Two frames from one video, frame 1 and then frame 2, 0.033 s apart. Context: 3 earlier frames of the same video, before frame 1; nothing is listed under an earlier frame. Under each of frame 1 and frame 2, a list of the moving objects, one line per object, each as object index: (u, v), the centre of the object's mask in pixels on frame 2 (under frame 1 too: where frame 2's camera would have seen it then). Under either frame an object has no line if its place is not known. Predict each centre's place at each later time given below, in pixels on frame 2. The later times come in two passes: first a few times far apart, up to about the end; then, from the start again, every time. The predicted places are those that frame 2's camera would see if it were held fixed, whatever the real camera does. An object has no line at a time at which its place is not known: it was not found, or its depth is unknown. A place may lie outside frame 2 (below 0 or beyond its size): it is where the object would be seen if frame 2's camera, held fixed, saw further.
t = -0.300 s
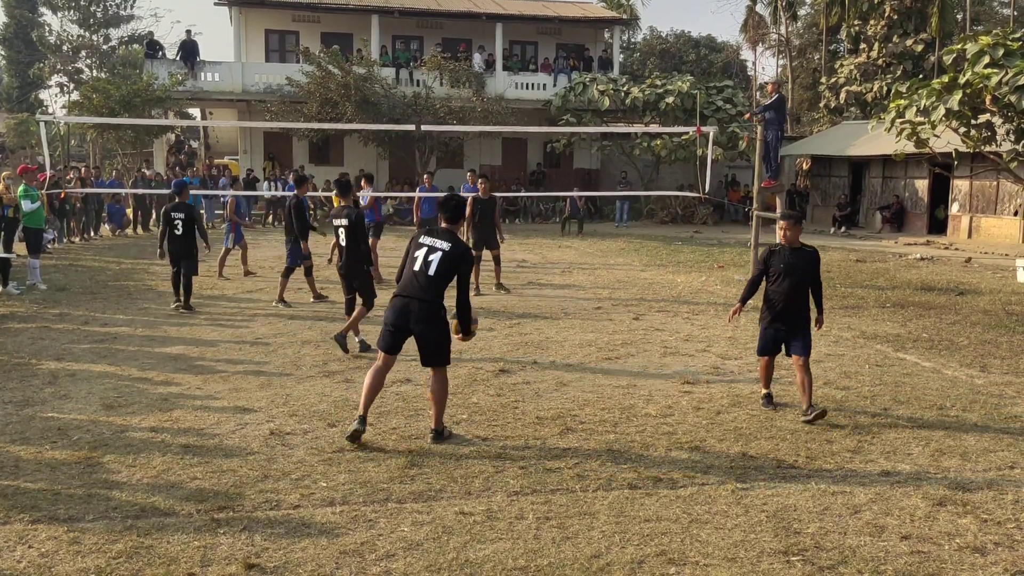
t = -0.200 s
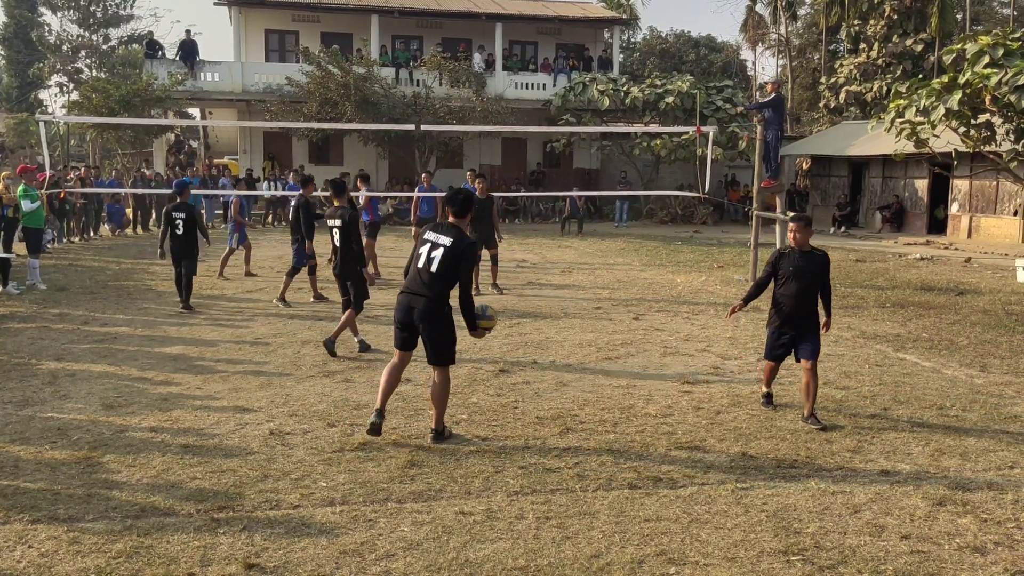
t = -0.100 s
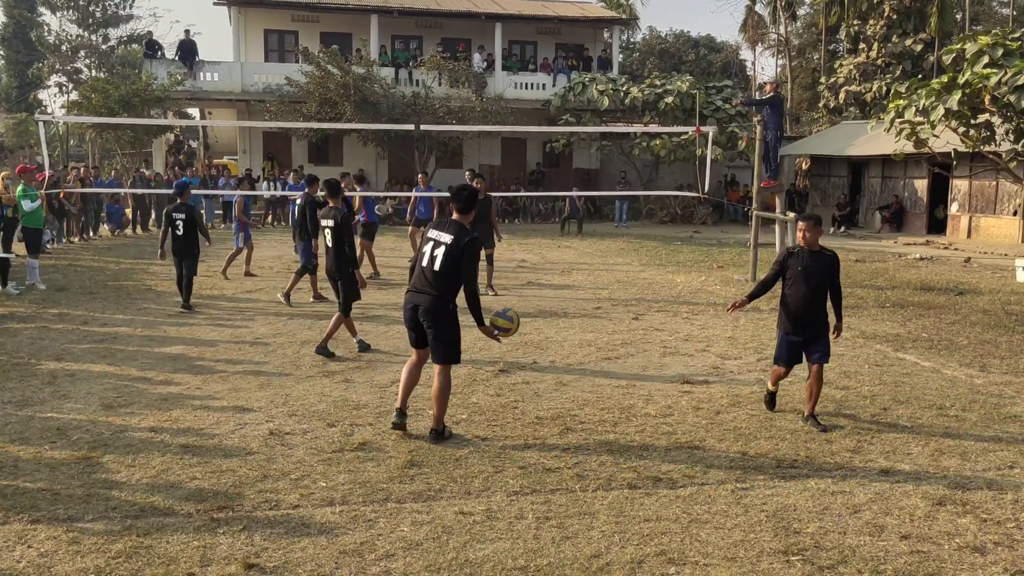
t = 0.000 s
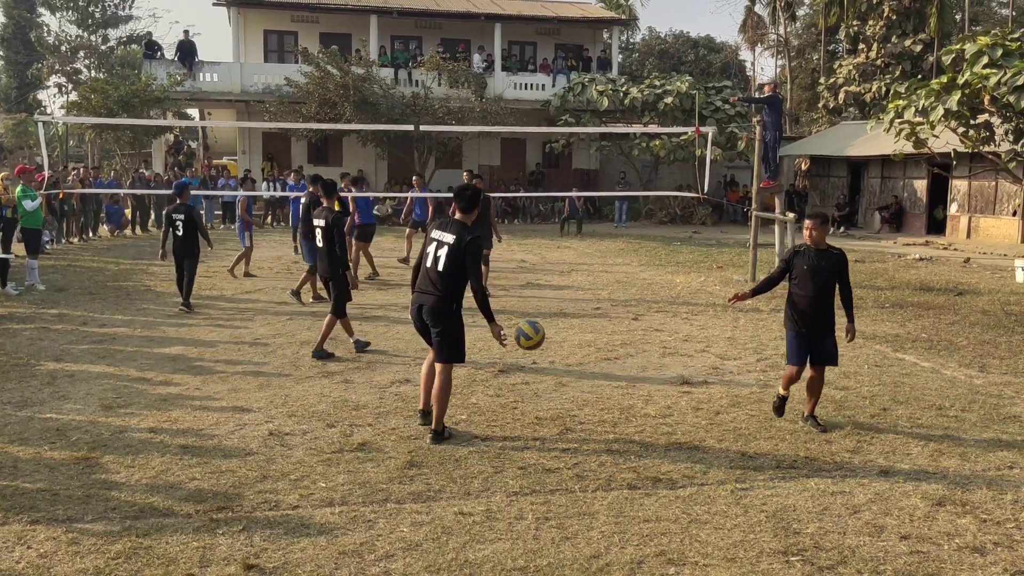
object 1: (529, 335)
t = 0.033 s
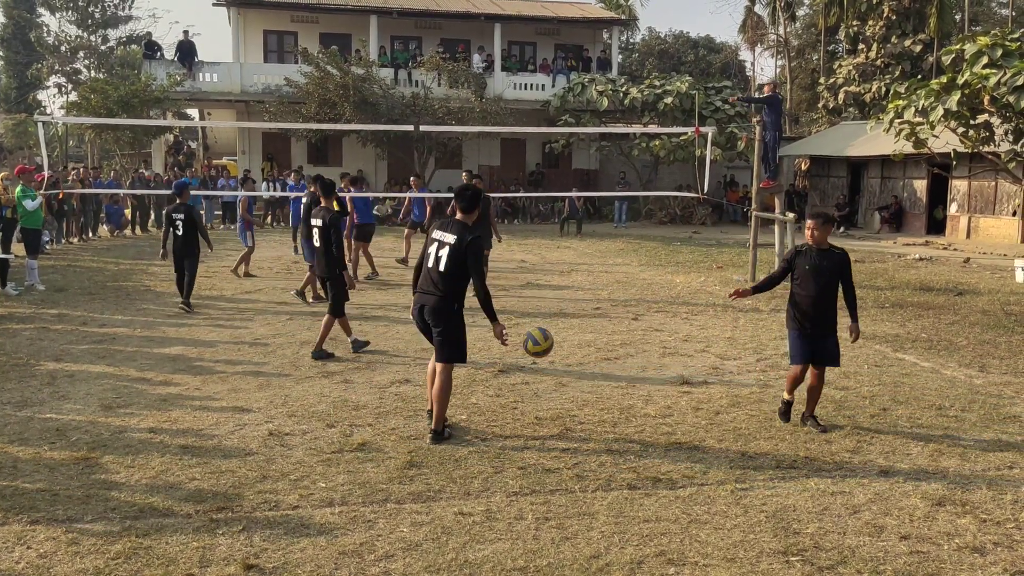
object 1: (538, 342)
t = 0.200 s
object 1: (581, 404)
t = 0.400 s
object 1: (617, 392)
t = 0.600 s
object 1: (646, 366)
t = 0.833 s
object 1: (679, 407)
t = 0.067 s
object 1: (547, 351)
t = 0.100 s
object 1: (555, 362)
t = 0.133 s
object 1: (564, 374)
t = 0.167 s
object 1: (572, 388)
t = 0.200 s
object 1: (581, 404)
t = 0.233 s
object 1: (589, 422)
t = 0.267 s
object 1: (598, 440)
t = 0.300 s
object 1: (602, 427)
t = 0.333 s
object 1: (607, 414)
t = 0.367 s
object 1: (612, 403)
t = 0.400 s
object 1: (617, 392)
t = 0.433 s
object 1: (622, 384)
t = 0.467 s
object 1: (627, 377)
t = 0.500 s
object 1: (632, 372)
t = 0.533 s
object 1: (637, 368)
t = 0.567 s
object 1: (642, 366)
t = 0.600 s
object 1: (646, 366)
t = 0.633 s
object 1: (651, 367)
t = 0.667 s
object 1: (656, 369)
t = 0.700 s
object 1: (660, 374)
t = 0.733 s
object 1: (665, 380)
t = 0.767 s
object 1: (670, 387)
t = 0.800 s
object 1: (674, 396)
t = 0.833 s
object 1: (679, 407)
